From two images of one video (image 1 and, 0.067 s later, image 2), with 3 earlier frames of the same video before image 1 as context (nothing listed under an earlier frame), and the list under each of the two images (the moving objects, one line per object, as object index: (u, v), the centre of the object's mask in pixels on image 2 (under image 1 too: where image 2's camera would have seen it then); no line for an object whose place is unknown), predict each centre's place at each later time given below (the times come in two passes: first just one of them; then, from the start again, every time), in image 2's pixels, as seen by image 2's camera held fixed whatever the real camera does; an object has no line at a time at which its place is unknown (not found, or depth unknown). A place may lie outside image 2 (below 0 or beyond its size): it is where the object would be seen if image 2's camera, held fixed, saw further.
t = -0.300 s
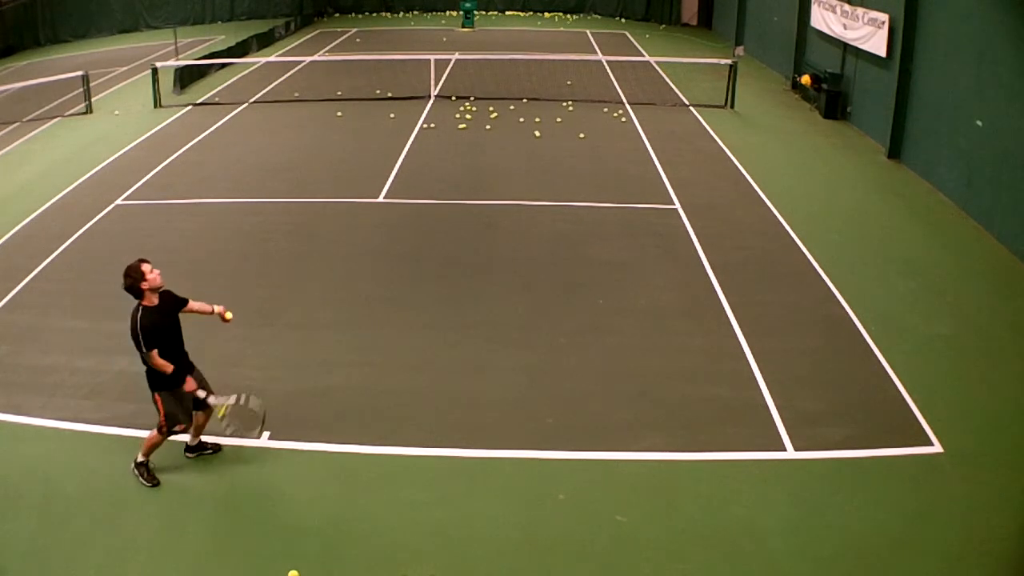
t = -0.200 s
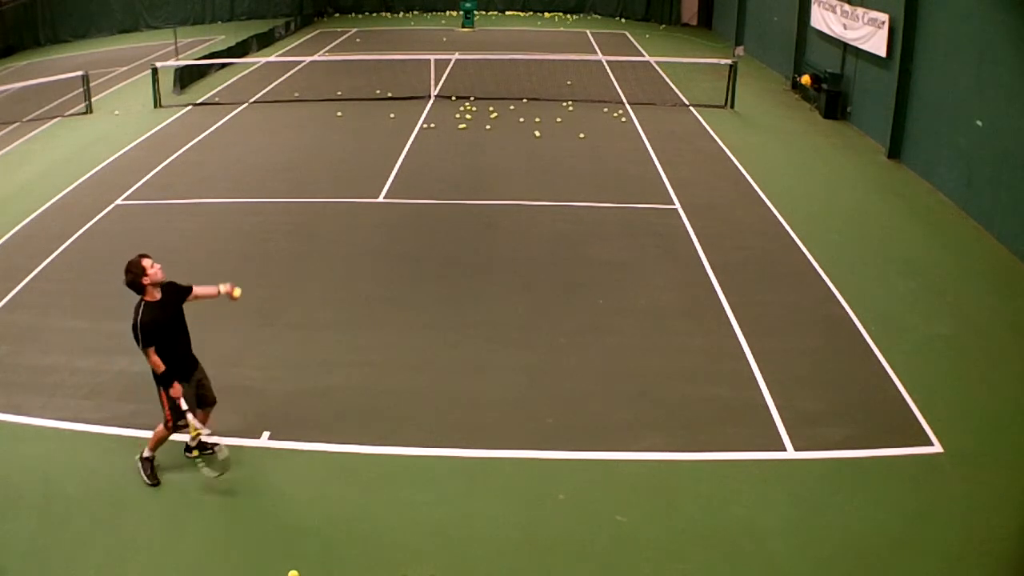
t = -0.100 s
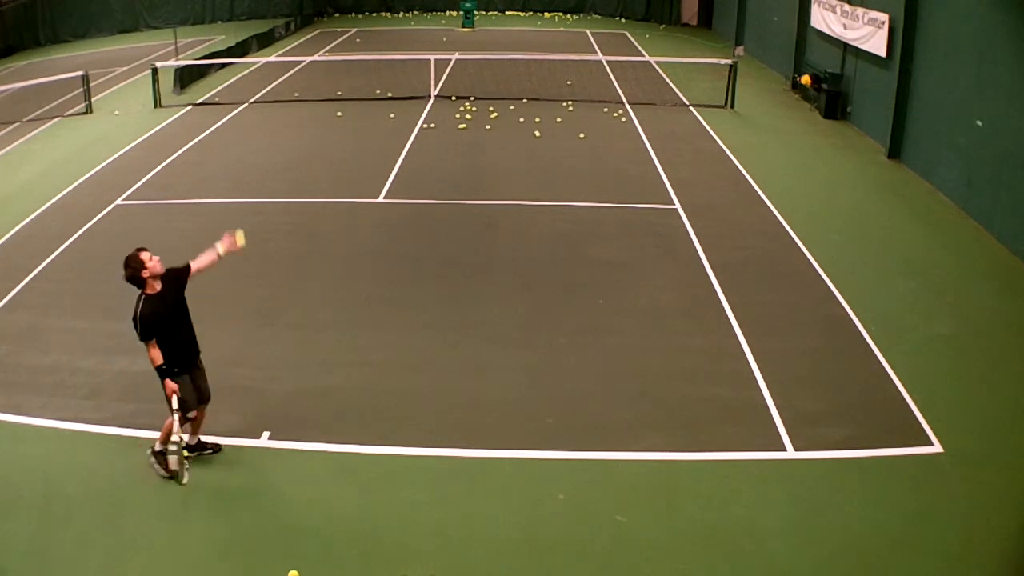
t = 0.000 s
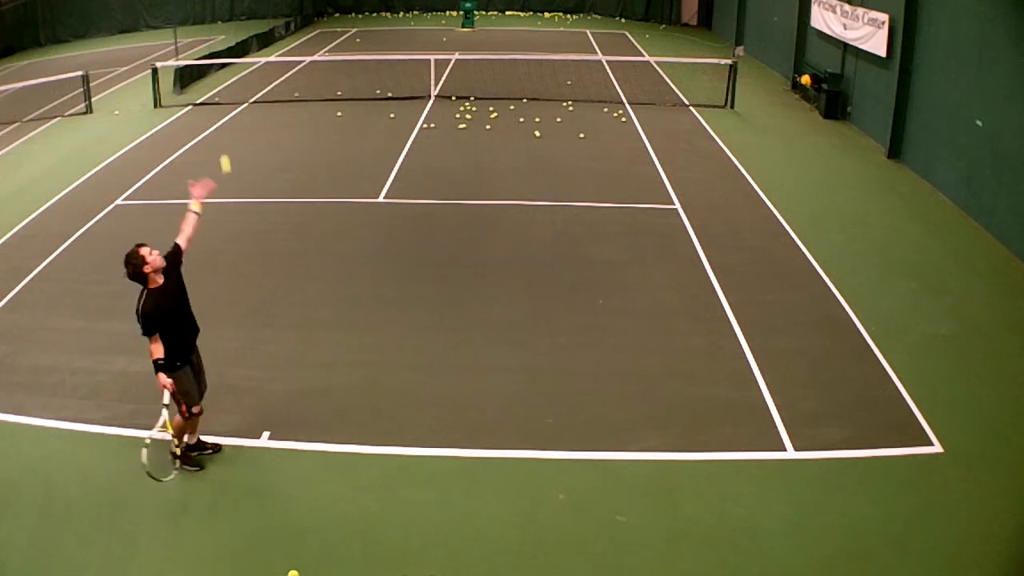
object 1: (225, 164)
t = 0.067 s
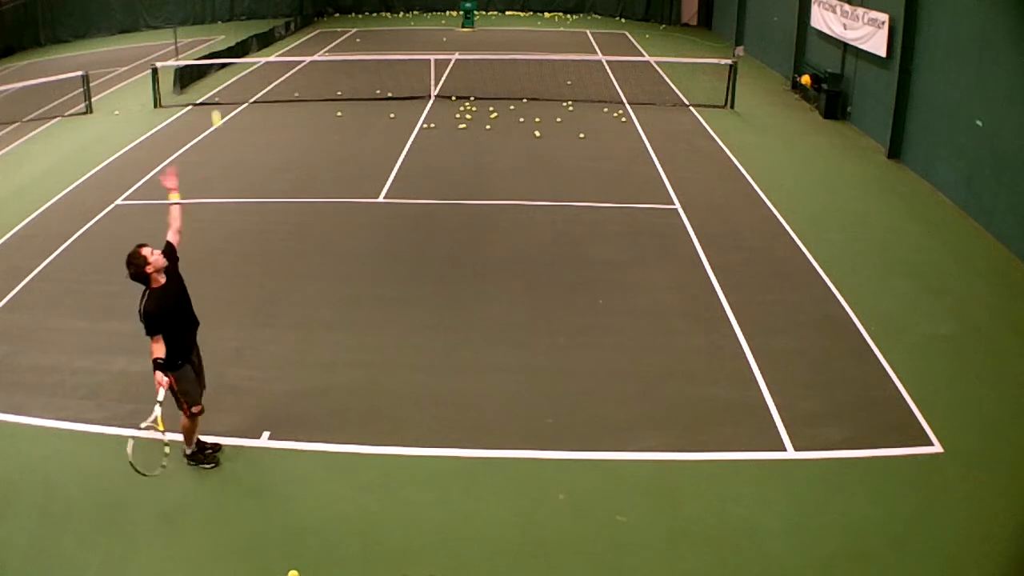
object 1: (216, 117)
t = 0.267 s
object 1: (196, 13)
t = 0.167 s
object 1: (205, 60)
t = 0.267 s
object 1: (196, 13)
